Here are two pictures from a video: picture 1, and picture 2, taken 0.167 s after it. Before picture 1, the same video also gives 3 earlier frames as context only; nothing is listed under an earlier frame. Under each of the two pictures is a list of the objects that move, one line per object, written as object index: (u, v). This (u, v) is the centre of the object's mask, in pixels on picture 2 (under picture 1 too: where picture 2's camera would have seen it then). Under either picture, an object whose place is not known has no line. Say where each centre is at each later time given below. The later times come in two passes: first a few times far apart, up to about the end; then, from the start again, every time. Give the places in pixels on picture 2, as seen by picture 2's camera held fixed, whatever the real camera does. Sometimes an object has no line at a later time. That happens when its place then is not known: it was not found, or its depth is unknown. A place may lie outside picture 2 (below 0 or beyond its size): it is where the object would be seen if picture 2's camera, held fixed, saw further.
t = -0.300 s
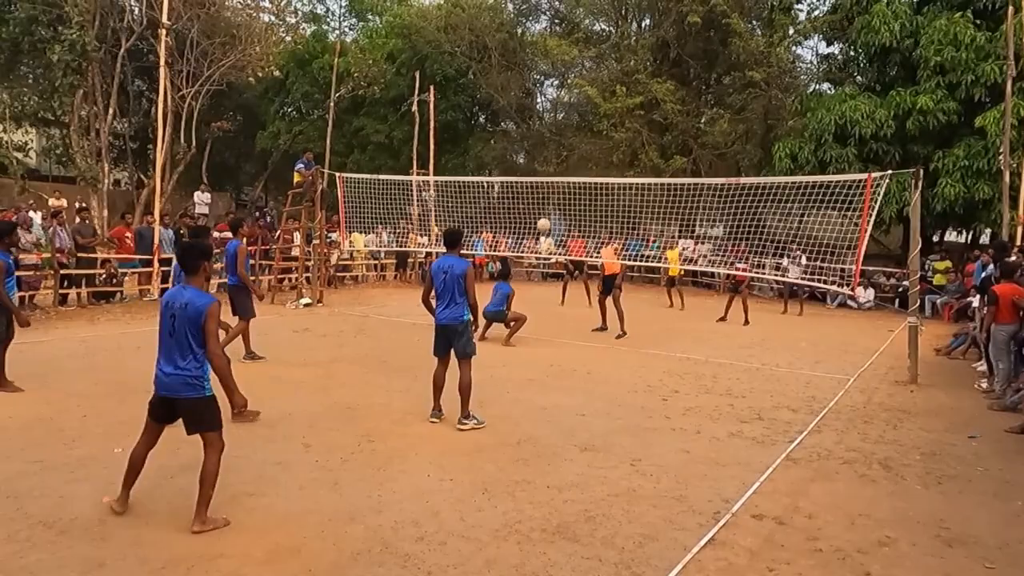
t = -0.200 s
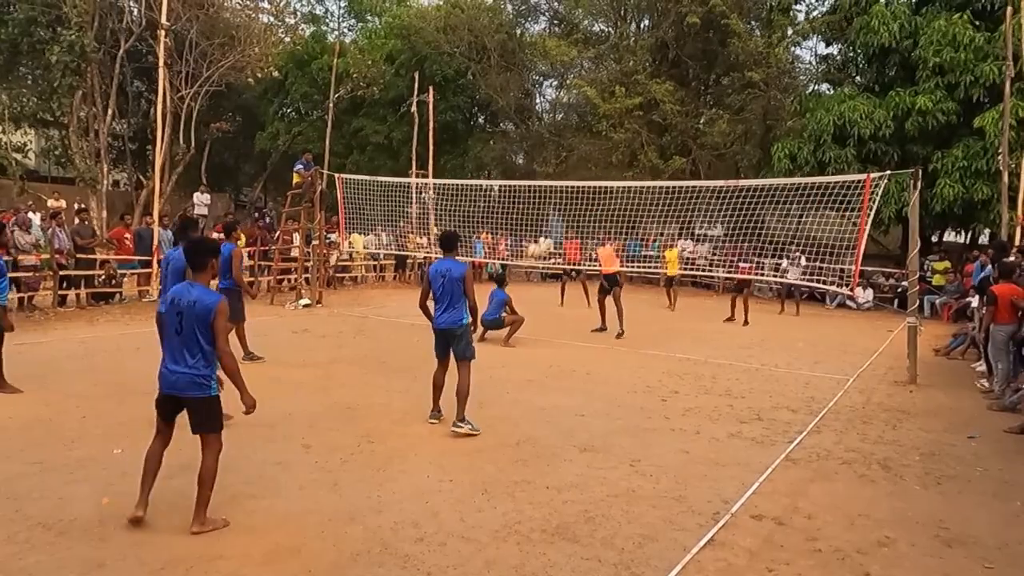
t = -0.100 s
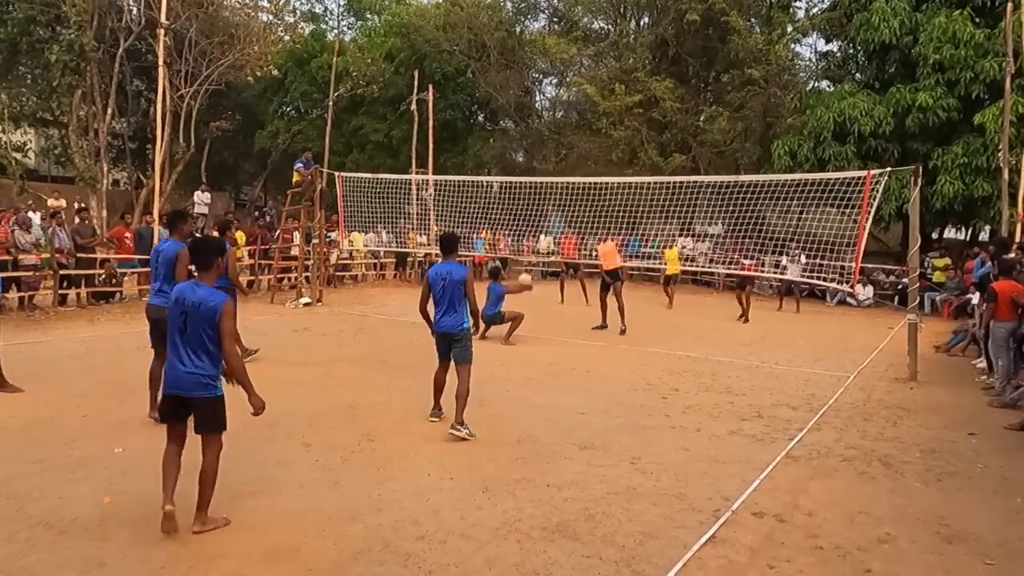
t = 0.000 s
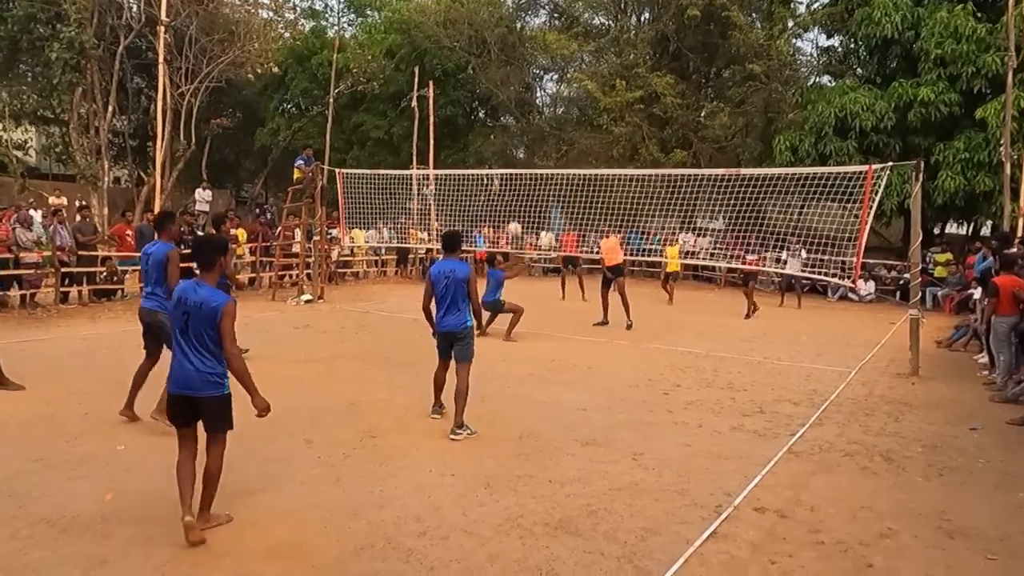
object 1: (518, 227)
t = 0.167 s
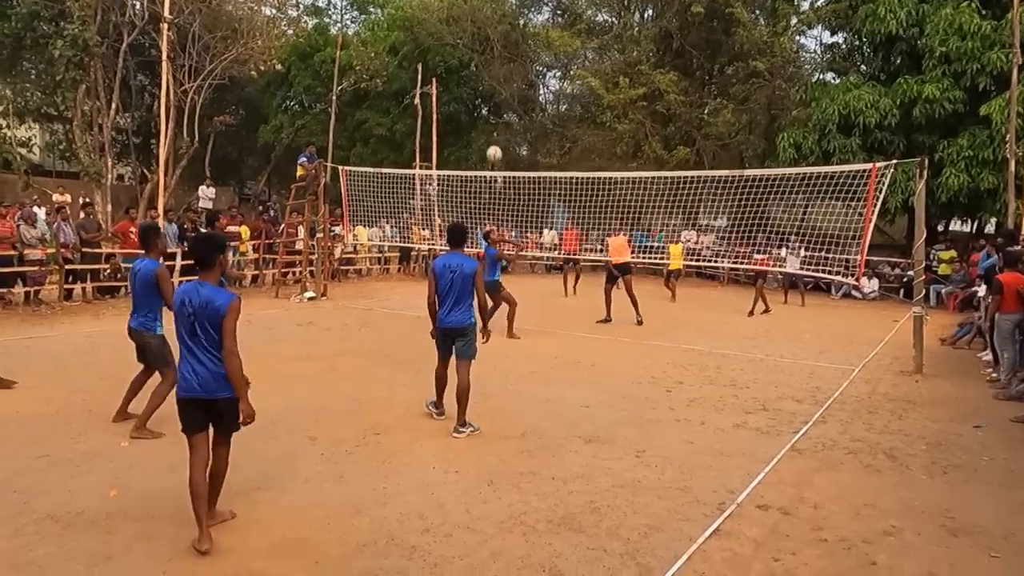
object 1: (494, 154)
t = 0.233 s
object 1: (483, 127)
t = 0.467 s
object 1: (441, 54)
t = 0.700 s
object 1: (388, 13)
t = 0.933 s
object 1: (324, 23)
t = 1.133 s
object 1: (256, 86)
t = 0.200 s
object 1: (489, 140)
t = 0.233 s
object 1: (483, 127)
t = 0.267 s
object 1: (478, 115)
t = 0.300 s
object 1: (472, 104)
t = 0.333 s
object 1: (466, 93)
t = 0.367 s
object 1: (460, 82)
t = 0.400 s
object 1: (454, 71)
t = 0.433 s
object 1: (447, 62)
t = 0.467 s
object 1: (441, 54)
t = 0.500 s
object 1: (433, 45)
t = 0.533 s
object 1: (427, 38)
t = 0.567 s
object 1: (420, 31)
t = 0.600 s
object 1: (412, 25)
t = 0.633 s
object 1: (404, 20)
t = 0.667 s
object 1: (396, 16)
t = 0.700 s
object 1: (388, 13)
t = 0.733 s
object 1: (380, 12)
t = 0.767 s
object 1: (371, 11)
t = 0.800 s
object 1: (363, 11)
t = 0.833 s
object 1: (353, 11)
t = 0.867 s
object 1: (343, 13)
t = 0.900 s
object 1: (334, 18)
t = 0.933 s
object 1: (324, 23)
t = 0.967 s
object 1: (313, 29)
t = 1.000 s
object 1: (303, 36)
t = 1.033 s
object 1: (291, 47)
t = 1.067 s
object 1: (279, 58)
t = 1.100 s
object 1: (267, 72)
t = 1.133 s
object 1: (256, 86)
